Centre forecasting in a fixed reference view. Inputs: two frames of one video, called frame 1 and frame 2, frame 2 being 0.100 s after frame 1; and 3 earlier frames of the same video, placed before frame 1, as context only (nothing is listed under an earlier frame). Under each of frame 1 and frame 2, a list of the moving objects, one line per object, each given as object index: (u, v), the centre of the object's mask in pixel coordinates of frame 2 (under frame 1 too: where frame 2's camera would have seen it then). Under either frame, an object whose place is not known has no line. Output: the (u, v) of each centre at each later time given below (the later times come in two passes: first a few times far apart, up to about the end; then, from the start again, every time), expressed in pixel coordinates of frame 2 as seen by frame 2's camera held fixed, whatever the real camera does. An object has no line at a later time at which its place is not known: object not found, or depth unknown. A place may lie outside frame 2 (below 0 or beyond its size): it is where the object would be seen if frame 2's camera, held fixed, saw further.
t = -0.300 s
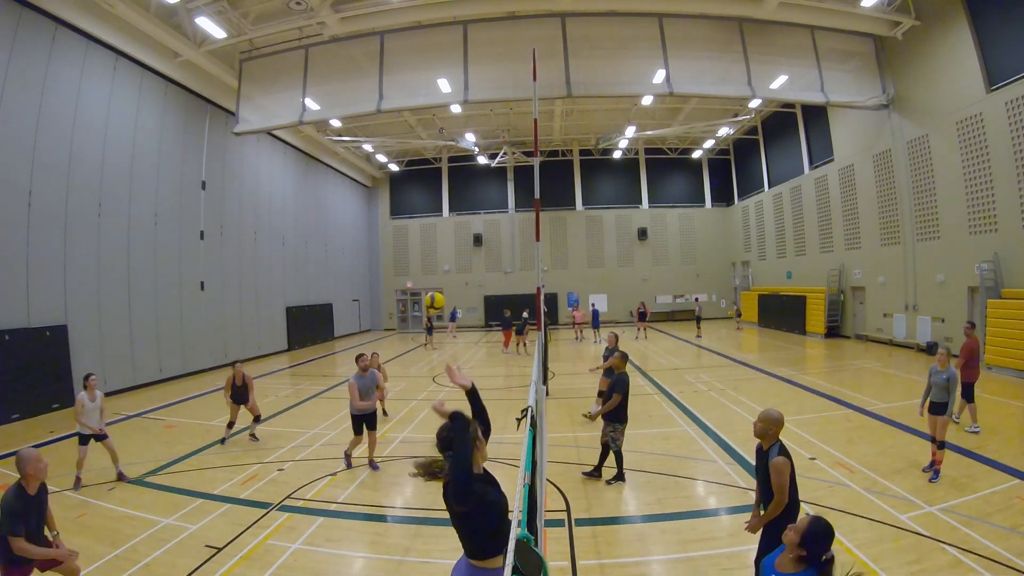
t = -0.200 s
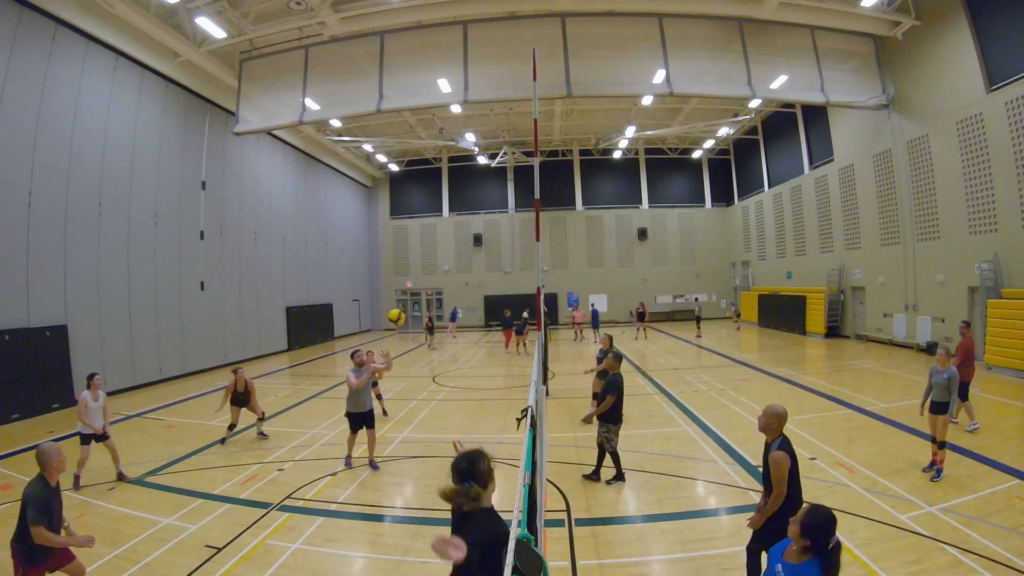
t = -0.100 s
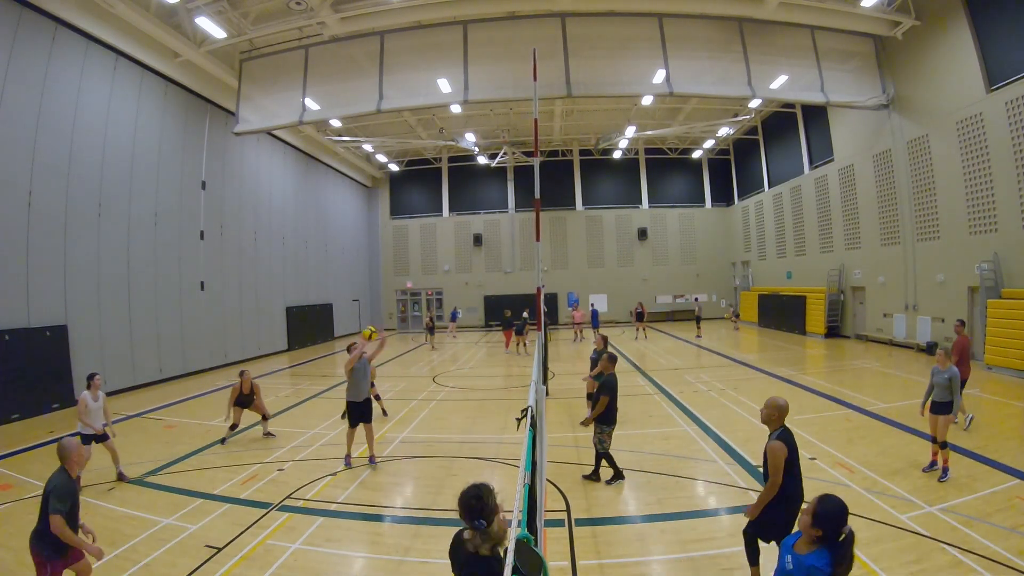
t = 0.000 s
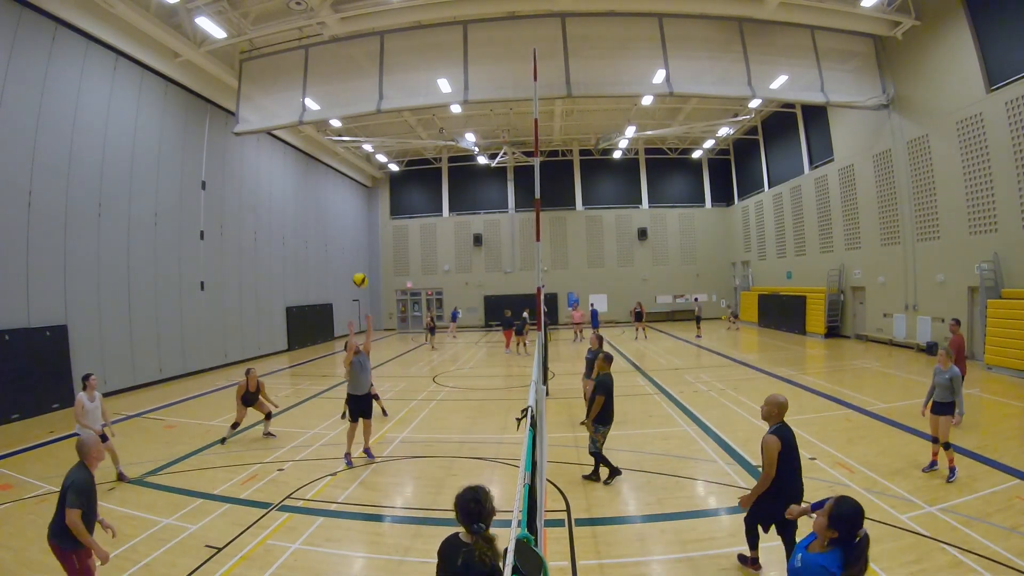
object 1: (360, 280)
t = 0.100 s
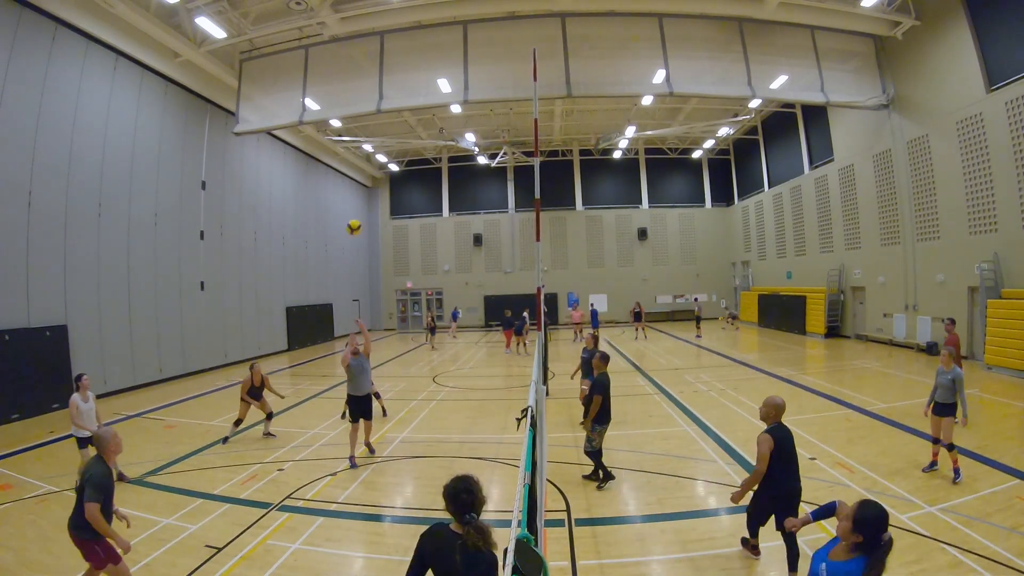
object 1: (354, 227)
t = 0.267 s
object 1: (346, 155)
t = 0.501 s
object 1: (338, 85)
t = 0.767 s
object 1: (327, 50)
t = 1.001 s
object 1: (313, 61)
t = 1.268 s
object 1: (291, 134)
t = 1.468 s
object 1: (273, 251)
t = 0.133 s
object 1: (353, 211)
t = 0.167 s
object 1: (351, 196)
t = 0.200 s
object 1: (349, 182)
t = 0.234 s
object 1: (348, 168)
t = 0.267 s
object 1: (346, 155)
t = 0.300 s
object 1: (345, 143)
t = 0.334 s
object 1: (344, 131)
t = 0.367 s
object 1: (343, 121)
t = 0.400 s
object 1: (342, 111)
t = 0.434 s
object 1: (340, 101)
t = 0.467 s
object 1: (339, 93)
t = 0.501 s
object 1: (338, 85)
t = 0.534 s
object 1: (337, 78)
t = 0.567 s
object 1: (336, 72)
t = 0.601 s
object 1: (334, 67)
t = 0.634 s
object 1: (333, 62)
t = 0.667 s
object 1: (332, 58)
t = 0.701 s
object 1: (330, 55)
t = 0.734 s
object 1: (328, 52)
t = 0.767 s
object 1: (327, 50)
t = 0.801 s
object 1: (325, 50)
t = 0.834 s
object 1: (324, 49)
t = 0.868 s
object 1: (322, 50)
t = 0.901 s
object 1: (320, 51)
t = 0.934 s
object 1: (318, 54)
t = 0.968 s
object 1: (315, 57)
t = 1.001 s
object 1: (313, 61)
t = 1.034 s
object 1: (311, 67)
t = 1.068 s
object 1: (308, 73)
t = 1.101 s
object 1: (306, 80)
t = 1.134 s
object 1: (303, 88)
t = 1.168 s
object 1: (300, 98)
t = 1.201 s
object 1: (297, 109)
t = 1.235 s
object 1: (294, 121)
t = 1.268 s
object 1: (291, 134)
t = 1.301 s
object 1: (288, 150)
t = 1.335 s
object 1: (285, 166)
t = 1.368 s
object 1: (281, 185)
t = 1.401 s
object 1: (278, 205)
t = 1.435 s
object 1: (276, 227)
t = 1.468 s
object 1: (273, 251)
